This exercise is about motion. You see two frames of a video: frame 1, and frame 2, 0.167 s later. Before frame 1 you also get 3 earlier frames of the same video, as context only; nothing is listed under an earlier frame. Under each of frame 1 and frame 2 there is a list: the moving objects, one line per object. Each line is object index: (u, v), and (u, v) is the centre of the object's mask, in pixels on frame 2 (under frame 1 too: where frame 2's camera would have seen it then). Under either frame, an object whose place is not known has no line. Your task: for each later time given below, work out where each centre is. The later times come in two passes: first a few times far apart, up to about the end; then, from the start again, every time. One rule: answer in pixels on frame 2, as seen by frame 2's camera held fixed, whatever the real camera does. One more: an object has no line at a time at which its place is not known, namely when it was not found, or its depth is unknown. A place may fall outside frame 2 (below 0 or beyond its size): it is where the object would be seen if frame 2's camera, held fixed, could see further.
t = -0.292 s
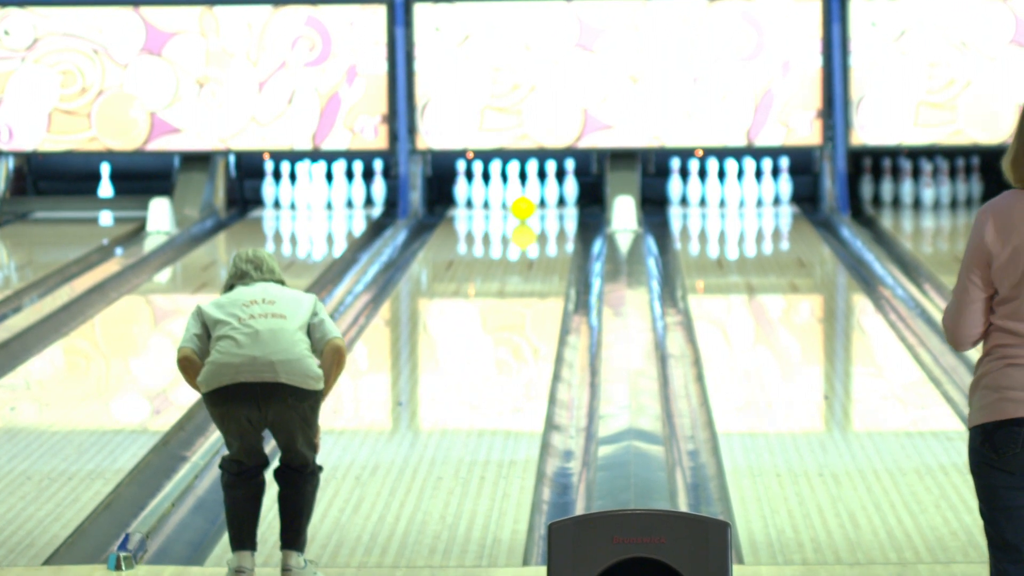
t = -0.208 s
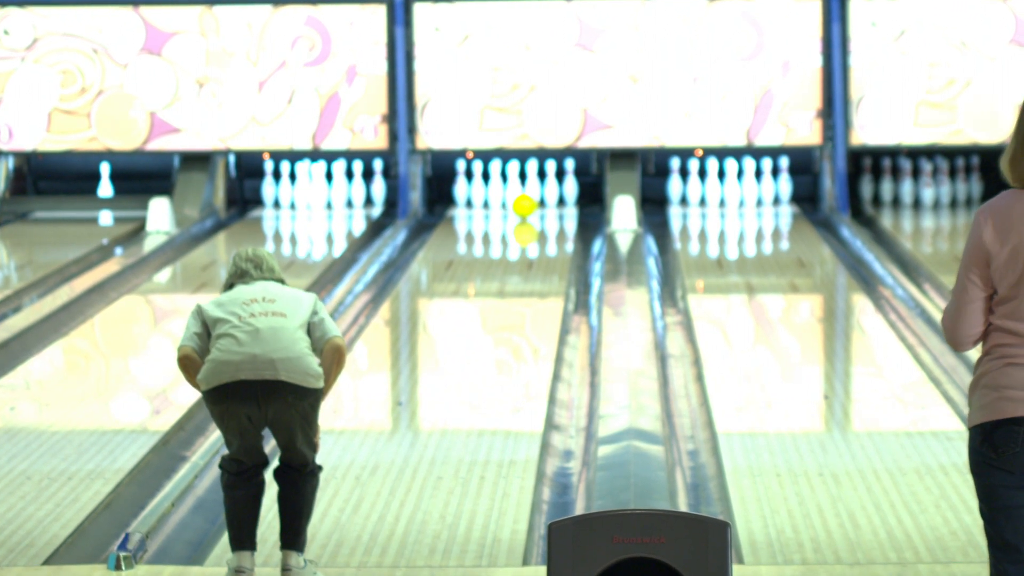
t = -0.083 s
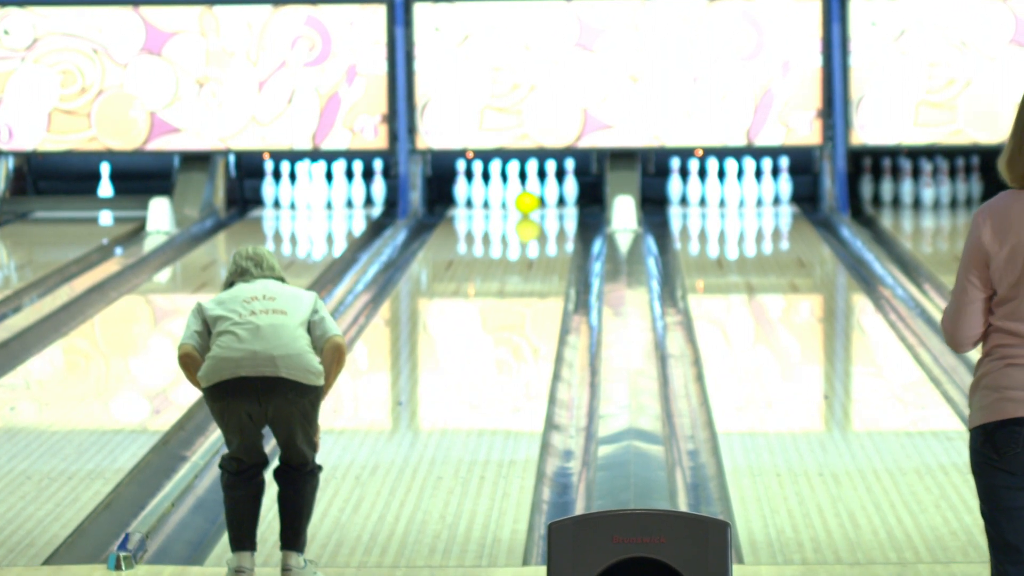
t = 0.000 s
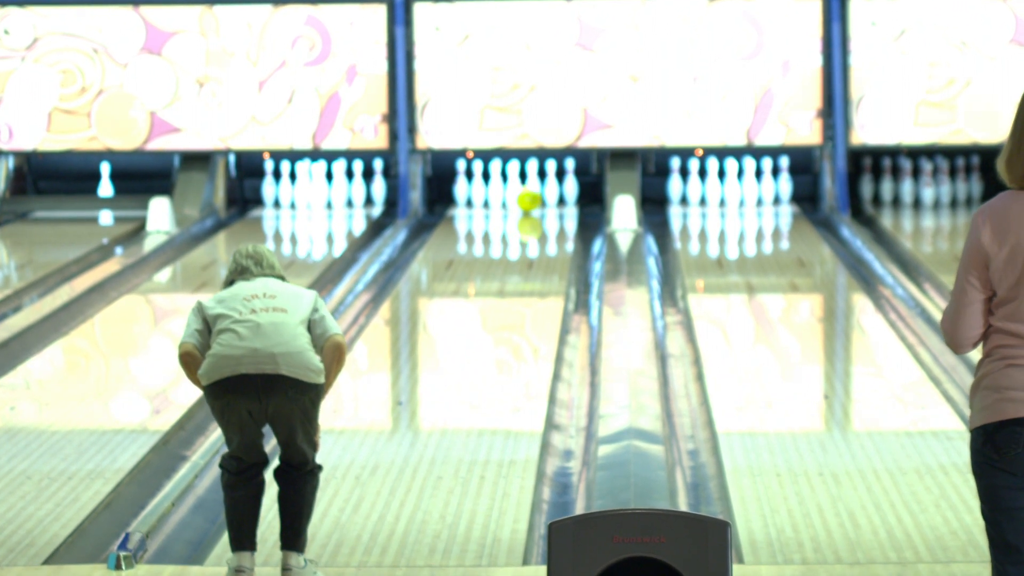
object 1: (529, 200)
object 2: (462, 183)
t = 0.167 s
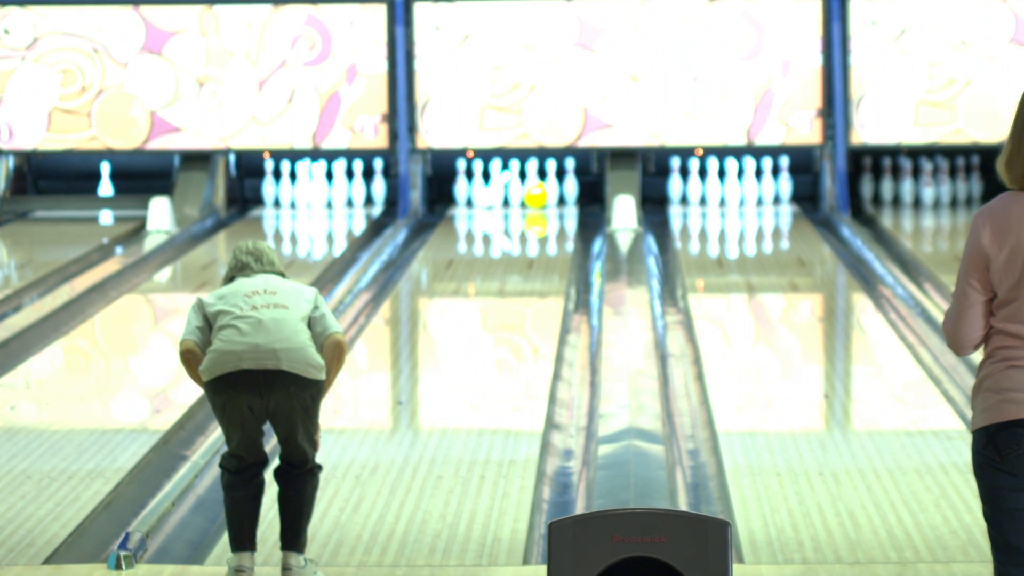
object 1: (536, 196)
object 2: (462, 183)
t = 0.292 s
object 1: (547, 195)
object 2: (462, 183)
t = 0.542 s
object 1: (560, 190)
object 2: (461, 183)
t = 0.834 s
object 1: (573, 192)
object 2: (461, 183)
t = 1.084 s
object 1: (577, 201)
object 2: (458, 183)
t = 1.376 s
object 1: (573, 200)
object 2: (451, 182)
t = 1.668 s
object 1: (565, 199)
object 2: (448, 197)
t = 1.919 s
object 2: (454, 200)
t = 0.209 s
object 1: (540, 195)
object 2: (462, 183)
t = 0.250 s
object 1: (543, 195)
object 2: (461, 184)
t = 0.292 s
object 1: (547, 195)
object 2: (462, 183)
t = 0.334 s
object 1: (548, 193)
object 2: (462, 180)
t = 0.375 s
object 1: (551, 192)
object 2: (462, 181)
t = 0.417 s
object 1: (554, 192)
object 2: (462, 182)
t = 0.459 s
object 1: (557, 191)
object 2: (461, 183)
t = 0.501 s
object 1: (559, 190)
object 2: (461, 183)
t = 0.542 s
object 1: (560, 190)
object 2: (461, 183)
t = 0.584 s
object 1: (562, 190)
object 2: (461, 183)
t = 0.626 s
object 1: (564, 190)
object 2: (462, 181)
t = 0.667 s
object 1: (566, 189)
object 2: (461, 182)
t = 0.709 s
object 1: (568, 189)
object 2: (462, 181)
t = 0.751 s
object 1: (570, 189)
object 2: (462, 182)
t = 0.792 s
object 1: (571, 190)
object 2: (461, 183)
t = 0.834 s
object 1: (573, 192)
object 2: (461, 183)
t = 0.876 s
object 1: (574, 197)
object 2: (460, 183)
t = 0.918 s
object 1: (575, 199)
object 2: (459, 183)
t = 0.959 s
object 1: (576, 201)
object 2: (459, 183)
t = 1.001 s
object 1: (576, 200)
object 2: (458, 183)
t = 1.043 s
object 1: (576, 200)
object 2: (457, 183)
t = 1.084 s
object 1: (577, 201)
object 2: (458, 183)
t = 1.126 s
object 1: (577, 201)
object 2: (456, 182)
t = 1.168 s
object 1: (577, 201)
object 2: (456, 183)
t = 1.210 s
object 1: (576, 200)
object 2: (455, 182)
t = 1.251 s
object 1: (575, 200)
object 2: (454, 182)
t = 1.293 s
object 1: (574, 200)
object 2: (453, 181)
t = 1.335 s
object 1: (573, 200)
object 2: (452, 182)
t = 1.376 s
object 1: (573, 200)
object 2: (451, 182)
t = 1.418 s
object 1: (572, 200)
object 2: (450, 182)
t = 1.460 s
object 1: (570, 199)
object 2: (448, 183)
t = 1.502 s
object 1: (569, 199)
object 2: (447, 185)
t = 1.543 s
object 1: (568, 199)
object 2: (444, 187)
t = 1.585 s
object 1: (567, 199)
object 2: (446, 191)
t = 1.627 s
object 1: (566, 199)
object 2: (444, 193)
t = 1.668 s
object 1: (565, 199)
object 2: (448, 197)
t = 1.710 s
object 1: (563, 199)
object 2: (453, 196)
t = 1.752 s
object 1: (562, 199)
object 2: (453, 196)
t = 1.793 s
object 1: (561, 199)
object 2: (449, 194)
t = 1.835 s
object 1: (559, 199)
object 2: (455, 197)
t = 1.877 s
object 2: (454, 199)
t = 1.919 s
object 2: (454, 200)
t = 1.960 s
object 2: (455, 202)
